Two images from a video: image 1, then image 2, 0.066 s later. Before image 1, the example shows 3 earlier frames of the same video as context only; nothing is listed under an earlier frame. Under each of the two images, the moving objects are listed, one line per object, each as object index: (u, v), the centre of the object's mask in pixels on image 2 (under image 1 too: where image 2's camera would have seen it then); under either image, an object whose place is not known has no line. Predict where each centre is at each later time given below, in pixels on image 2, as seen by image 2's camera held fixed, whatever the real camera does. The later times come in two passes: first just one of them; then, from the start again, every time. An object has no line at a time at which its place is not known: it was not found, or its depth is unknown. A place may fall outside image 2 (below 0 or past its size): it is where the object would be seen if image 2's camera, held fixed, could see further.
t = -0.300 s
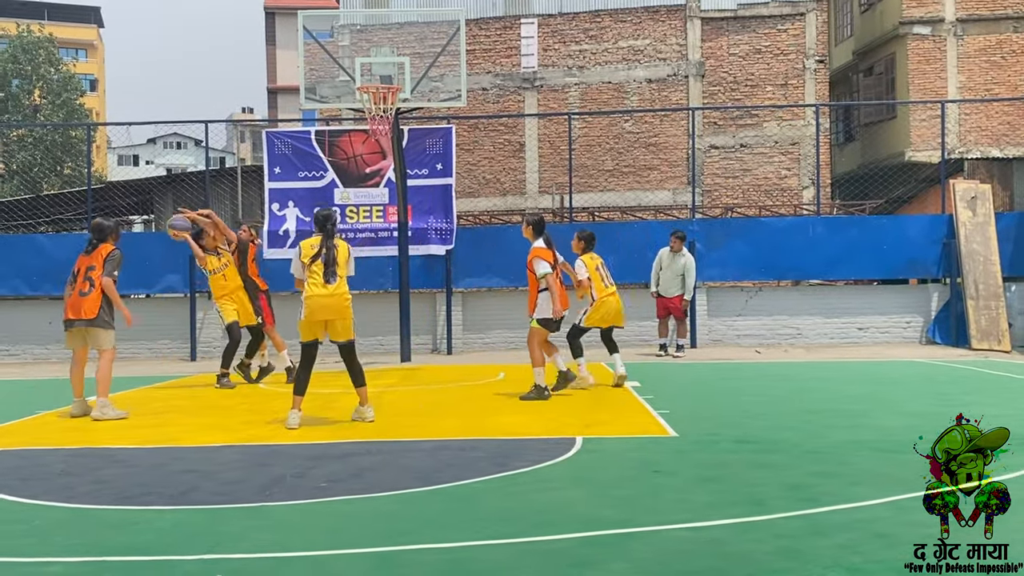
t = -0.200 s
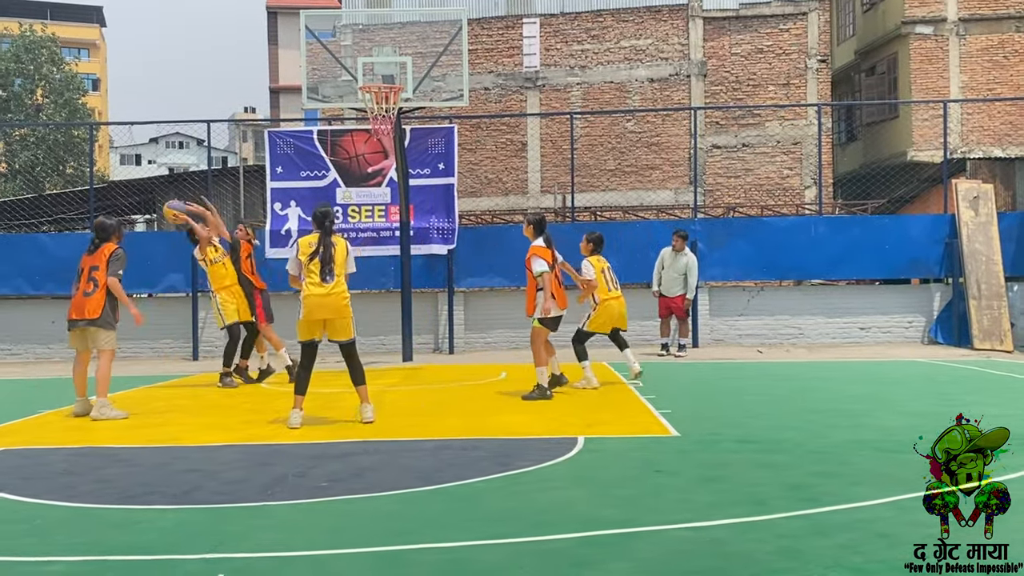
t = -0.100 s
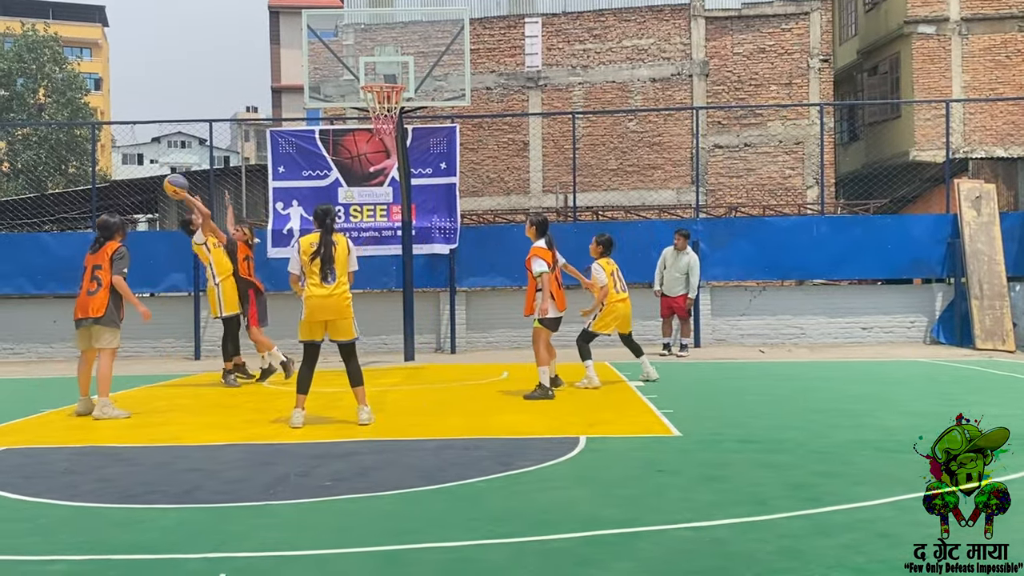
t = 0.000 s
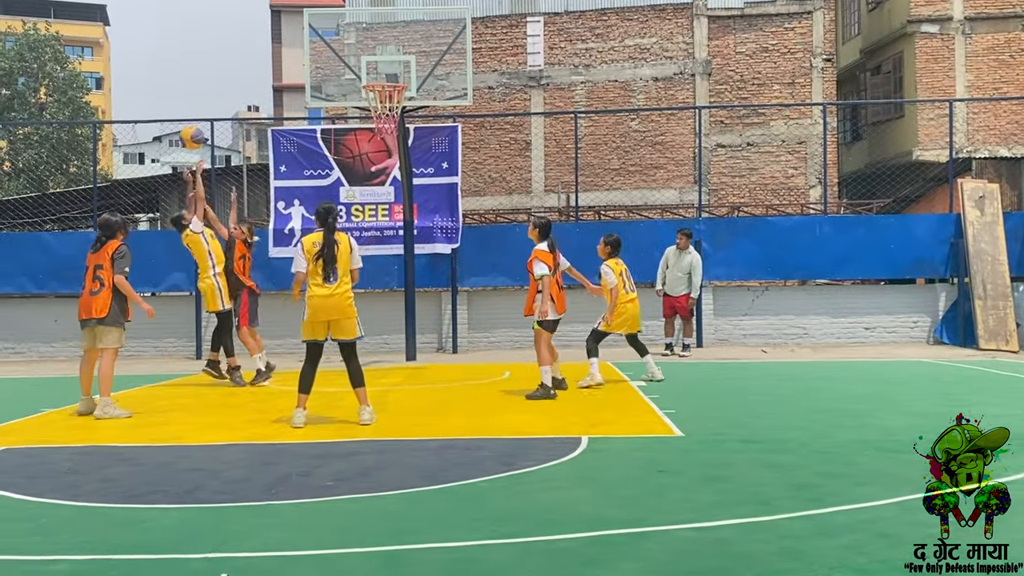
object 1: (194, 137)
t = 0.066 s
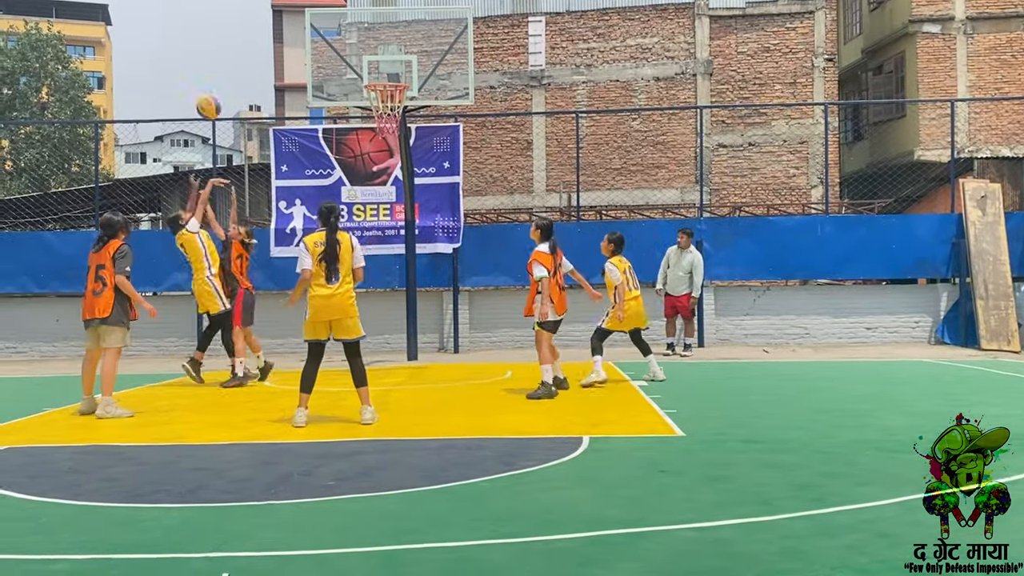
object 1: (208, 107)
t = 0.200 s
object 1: (238, 63)
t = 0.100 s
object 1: (216, 94)
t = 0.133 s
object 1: (223, 83)
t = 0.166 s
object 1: (231, 73)
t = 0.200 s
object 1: (238, 63)
